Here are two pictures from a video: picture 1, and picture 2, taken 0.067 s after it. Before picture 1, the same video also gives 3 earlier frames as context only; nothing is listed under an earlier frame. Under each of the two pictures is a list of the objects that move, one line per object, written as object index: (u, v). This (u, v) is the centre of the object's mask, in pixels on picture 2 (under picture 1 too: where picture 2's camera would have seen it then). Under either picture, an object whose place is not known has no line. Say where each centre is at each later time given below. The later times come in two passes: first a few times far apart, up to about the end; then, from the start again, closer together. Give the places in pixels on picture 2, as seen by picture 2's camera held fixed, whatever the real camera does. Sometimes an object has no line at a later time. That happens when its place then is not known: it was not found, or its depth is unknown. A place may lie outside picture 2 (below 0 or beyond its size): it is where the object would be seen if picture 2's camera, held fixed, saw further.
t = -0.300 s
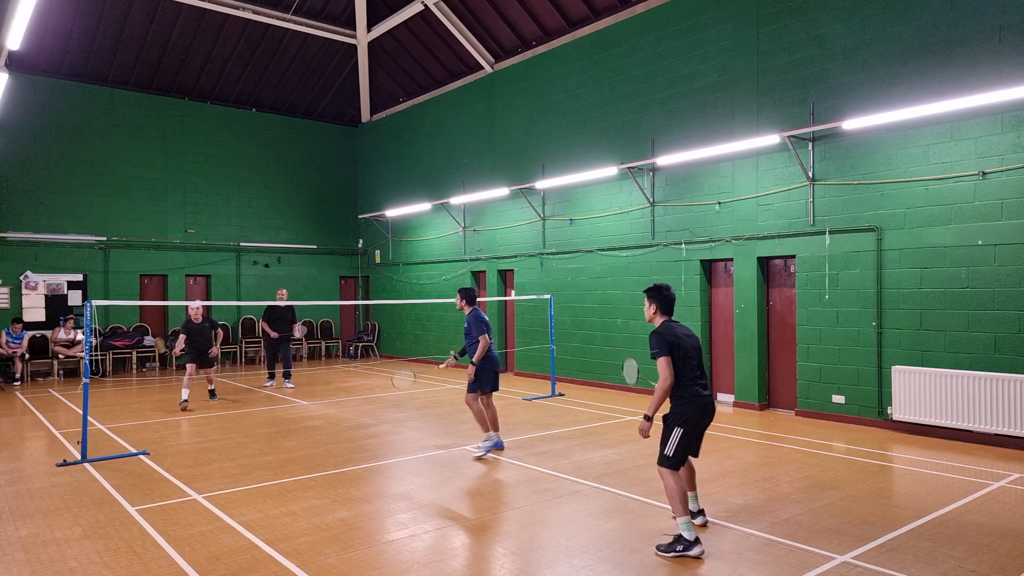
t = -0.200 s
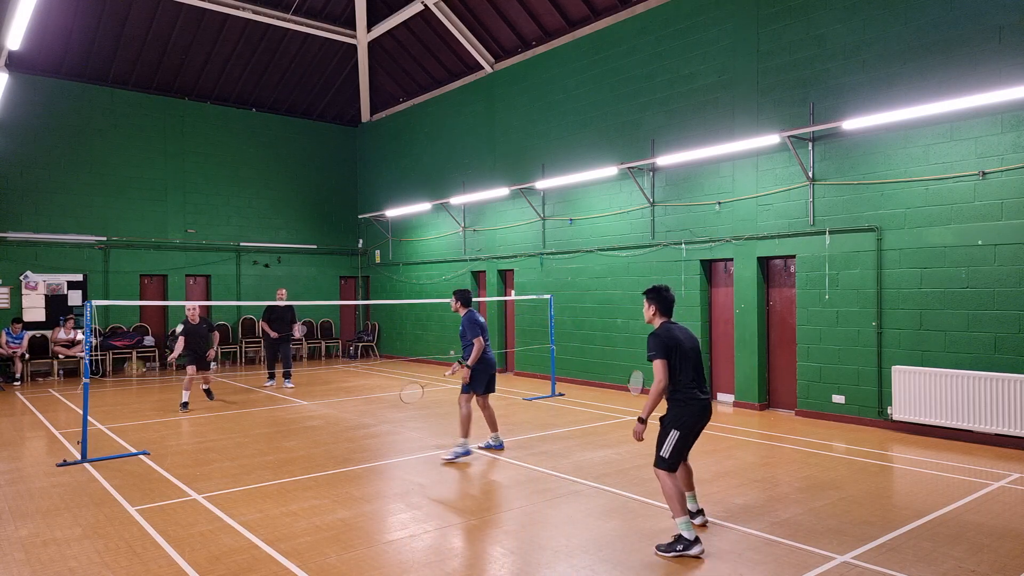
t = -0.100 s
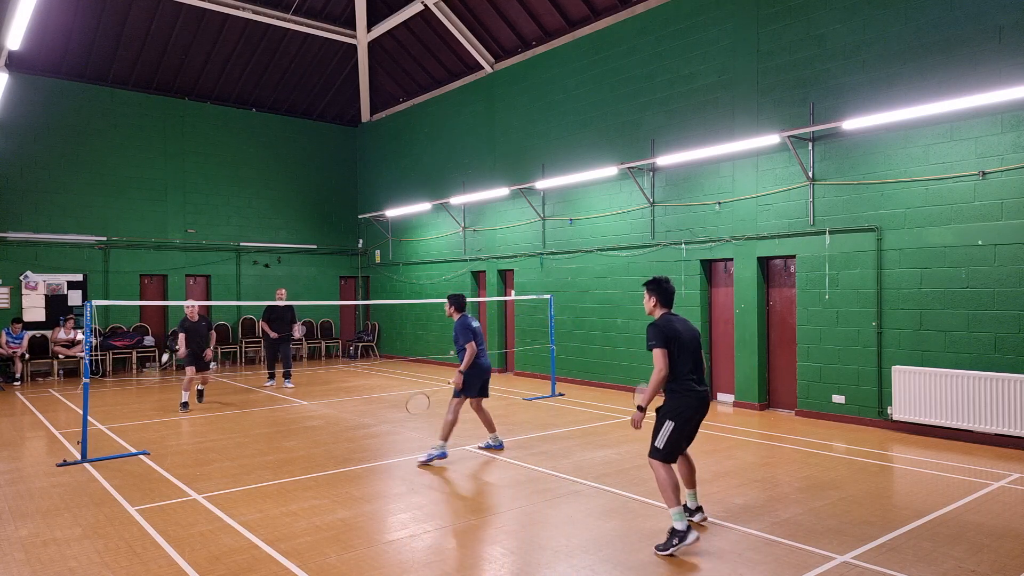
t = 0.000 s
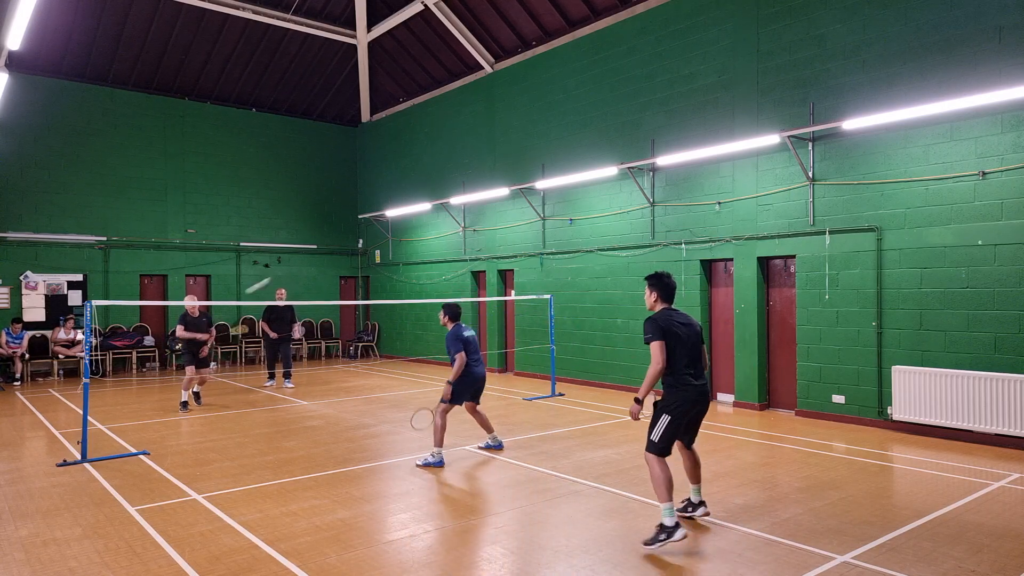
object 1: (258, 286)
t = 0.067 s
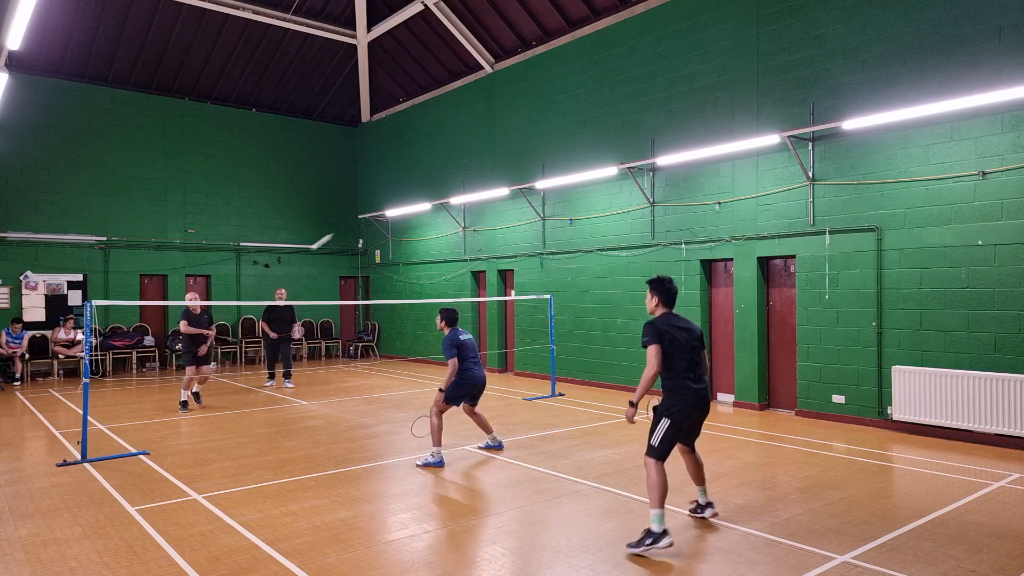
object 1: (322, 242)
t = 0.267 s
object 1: (471, 152)
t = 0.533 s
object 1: (628, 106)
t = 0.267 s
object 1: (471, 152)
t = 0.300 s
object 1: (493, 141)
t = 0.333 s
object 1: (513, 133)
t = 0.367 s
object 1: (534, 126)
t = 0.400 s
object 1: (553, 120)
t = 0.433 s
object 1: (572, 114)
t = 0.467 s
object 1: (591, 110)
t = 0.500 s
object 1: (610, 108)
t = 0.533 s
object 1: (628, 106)
